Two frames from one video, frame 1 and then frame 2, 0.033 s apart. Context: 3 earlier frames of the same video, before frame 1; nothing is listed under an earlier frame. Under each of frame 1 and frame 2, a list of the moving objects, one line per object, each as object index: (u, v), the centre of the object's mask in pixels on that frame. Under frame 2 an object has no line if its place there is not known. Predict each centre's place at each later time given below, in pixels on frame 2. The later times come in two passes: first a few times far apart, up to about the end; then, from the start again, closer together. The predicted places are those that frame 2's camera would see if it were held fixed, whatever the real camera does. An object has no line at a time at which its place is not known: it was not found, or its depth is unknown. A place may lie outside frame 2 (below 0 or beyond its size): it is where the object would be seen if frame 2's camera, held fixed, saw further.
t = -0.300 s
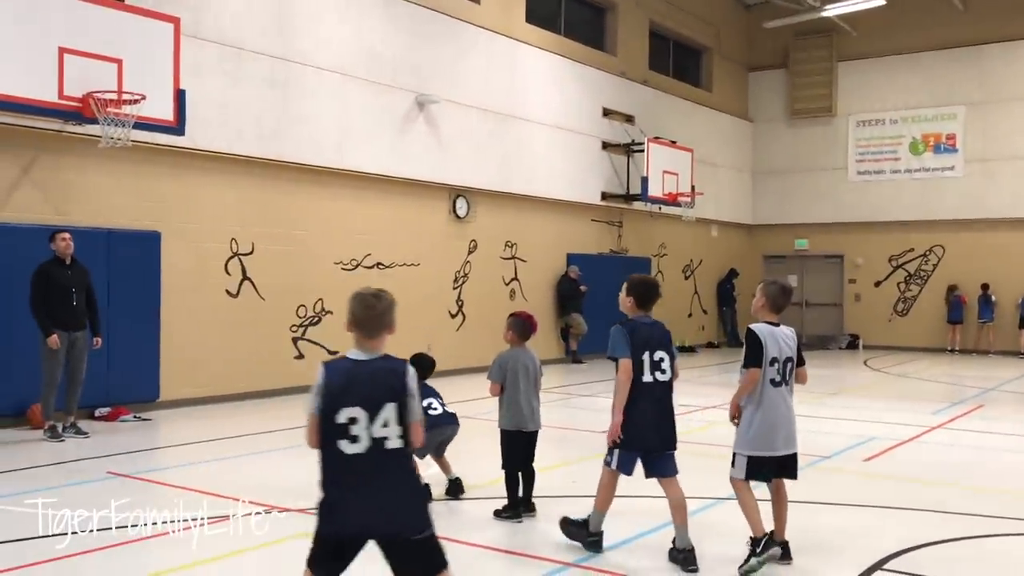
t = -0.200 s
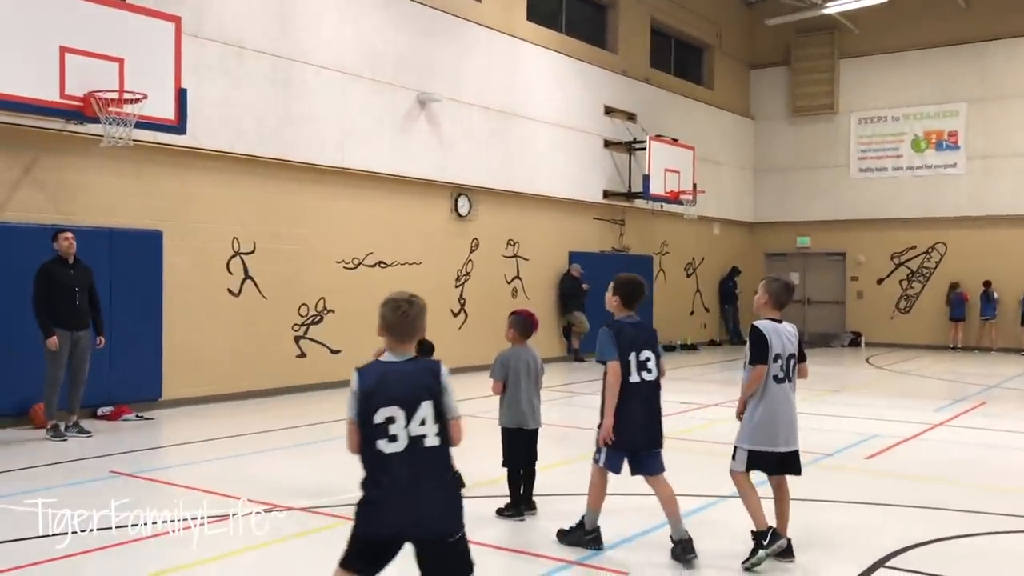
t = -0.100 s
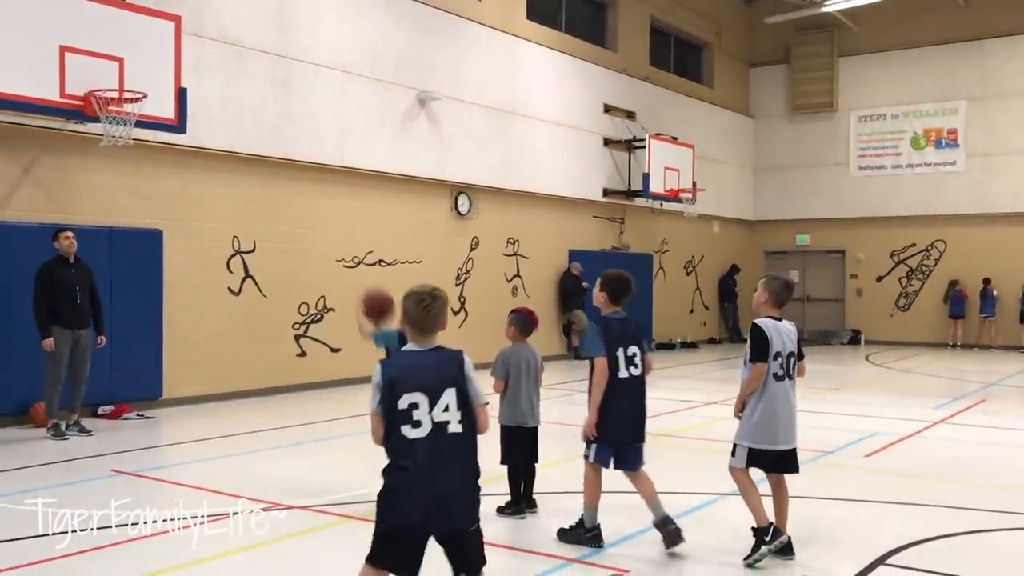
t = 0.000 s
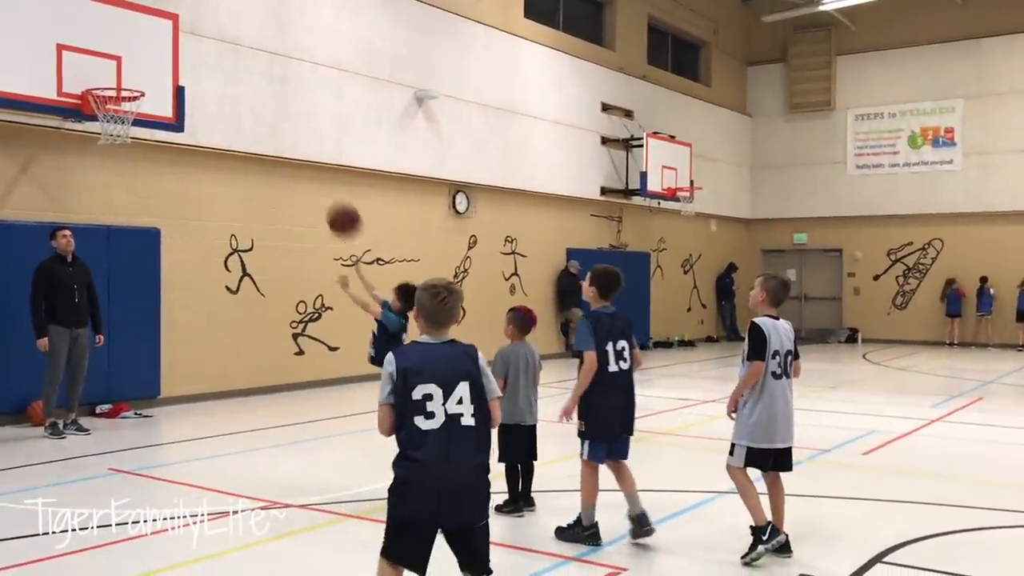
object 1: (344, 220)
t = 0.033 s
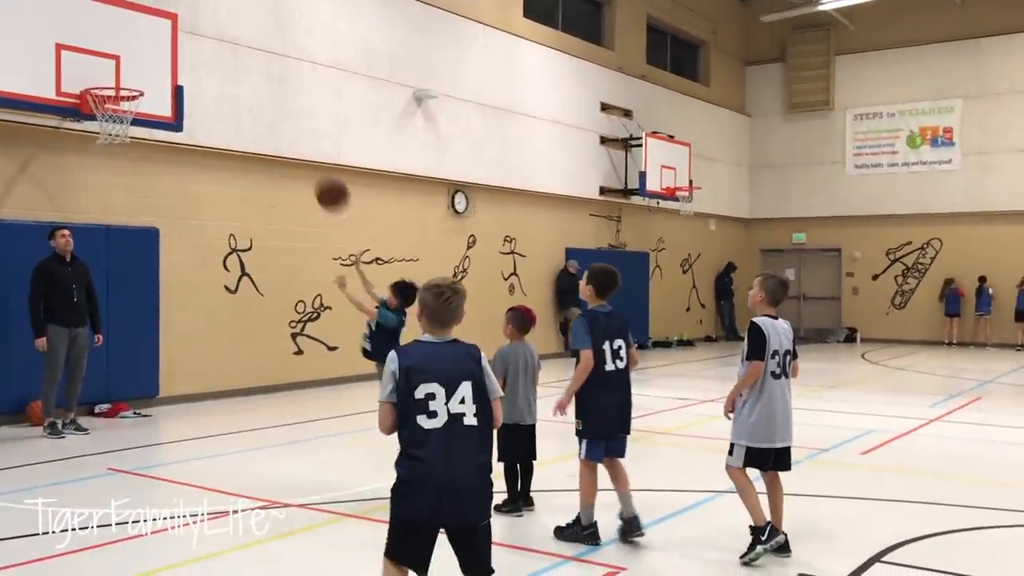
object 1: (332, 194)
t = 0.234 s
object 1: (271, 78)
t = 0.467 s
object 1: (207, 19)
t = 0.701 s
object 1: (151, 32)
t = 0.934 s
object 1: (108, 71)
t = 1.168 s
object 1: (94, 71)
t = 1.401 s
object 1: (104, 77)
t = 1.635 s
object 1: (117, 83)
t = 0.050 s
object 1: (326, 182)
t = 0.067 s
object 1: (321, 170)
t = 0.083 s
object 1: (316, 158)
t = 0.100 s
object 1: (310, 147)
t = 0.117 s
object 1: (305, 137)
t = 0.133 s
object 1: (300, 127)
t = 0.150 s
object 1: (295, 118)
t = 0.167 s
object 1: (290, 109)
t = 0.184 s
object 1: (285, 101)
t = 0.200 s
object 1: (280, 92)
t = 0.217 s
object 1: (276, 85)
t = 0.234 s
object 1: (271, 78)
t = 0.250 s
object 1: (266, 71)
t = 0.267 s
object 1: (261, 64)
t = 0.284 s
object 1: (256, 58)
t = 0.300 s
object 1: (252, 53)
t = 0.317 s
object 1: (247, 48)
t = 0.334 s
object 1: (243, 43)
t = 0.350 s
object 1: (238, 39)
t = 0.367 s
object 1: (233, 35)
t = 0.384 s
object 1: (229, 31)
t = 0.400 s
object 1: (225, 28)
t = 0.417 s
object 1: (221, 26)
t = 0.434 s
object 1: (216, 23)
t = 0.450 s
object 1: (212, 21)
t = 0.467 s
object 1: (207, 19)
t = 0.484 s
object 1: (203, 18)
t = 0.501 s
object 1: (199, 17)
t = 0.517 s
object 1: (195, 17)
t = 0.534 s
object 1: (191, 17)
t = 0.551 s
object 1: (187, 17)
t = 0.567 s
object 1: (183, 17)
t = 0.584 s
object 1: (179, 17)
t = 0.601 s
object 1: (175, 18)
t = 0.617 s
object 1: (170, 20)
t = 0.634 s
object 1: (167, 21)
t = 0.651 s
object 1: (163, 23)
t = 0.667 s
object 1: (158, 27)
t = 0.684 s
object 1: (155, 29)
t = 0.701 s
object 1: (151, 32)
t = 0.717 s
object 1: (147, 35)
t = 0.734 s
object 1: (143, 39)
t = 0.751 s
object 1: (139, 43)
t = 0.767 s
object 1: (135, 47)
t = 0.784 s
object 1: (132, 51)
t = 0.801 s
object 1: (128, 56)
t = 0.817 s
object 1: (125, 61)
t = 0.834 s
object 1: (121, 67)
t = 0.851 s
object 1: (117, 72)
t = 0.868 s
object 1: (115, 74)
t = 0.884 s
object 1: (113, 73)
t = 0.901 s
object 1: (111, 72)
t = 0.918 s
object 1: (109, 71)
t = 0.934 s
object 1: (108, 71)
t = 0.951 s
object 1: (106, 70)
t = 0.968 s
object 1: (104, 70)
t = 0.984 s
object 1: (103, 71)
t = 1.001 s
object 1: (101, 72)
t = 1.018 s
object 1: (99, 73)
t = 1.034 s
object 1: (98, 74)
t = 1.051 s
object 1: (96, 75)
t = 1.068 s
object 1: (94, 76)
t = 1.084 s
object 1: (92, 79)
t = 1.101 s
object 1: (92, 79)
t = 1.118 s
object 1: (93, 76)
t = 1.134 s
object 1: (93, 75)
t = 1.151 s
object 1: (94, 73)
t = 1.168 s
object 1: (94, 71)
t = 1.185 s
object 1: (95, 70)
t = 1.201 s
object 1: (95, 70)
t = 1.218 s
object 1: (96, 69)
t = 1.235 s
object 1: (96, 69)
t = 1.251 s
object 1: (97, 69)
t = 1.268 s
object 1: (97, 70)
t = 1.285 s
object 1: (98, 70)
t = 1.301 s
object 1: (98, 71)
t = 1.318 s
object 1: (99, 72)
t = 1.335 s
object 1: (99, 74)
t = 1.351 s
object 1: (100, 75)
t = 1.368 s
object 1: (101, 75)
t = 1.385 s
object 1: (103, 77)
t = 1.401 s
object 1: (104, 77)
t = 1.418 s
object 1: (105, 78)
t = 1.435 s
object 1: (106, 78)
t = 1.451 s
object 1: (108, 79)
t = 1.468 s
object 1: (109, 78)
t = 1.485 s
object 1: (109, 77)
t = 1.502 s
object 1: (110, 77)
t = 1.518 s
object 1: (111, 77)
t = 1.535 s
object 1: (112, 77)
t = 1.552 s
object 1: (113, 77)
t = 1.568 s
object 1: (114, 77)
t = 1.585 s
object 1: (115, 79)
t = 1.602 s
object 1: (115, 80)
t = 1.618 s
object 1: (116, 82)
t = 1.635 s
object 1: (117, 83)
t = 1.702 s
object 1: (121, 83)
